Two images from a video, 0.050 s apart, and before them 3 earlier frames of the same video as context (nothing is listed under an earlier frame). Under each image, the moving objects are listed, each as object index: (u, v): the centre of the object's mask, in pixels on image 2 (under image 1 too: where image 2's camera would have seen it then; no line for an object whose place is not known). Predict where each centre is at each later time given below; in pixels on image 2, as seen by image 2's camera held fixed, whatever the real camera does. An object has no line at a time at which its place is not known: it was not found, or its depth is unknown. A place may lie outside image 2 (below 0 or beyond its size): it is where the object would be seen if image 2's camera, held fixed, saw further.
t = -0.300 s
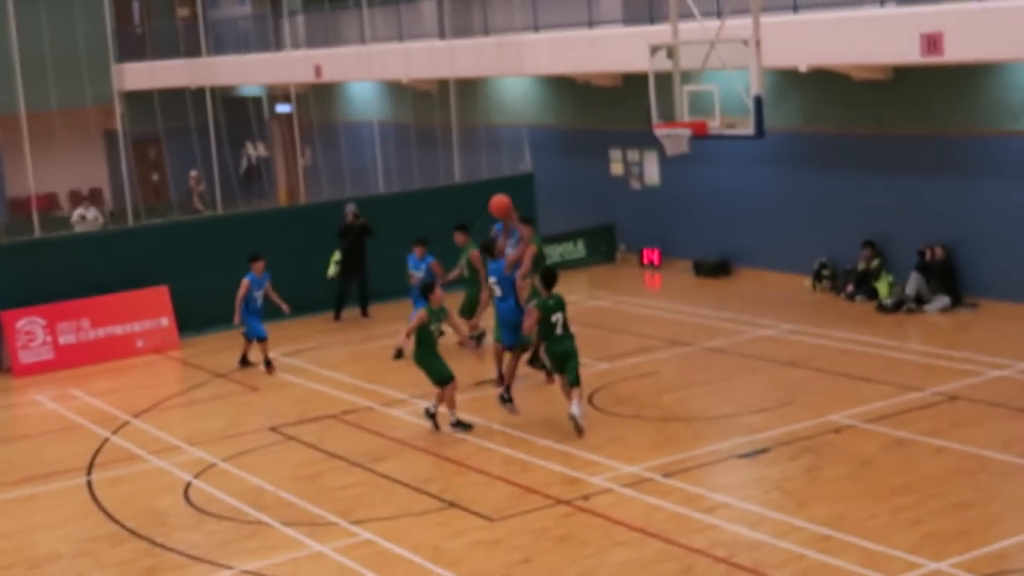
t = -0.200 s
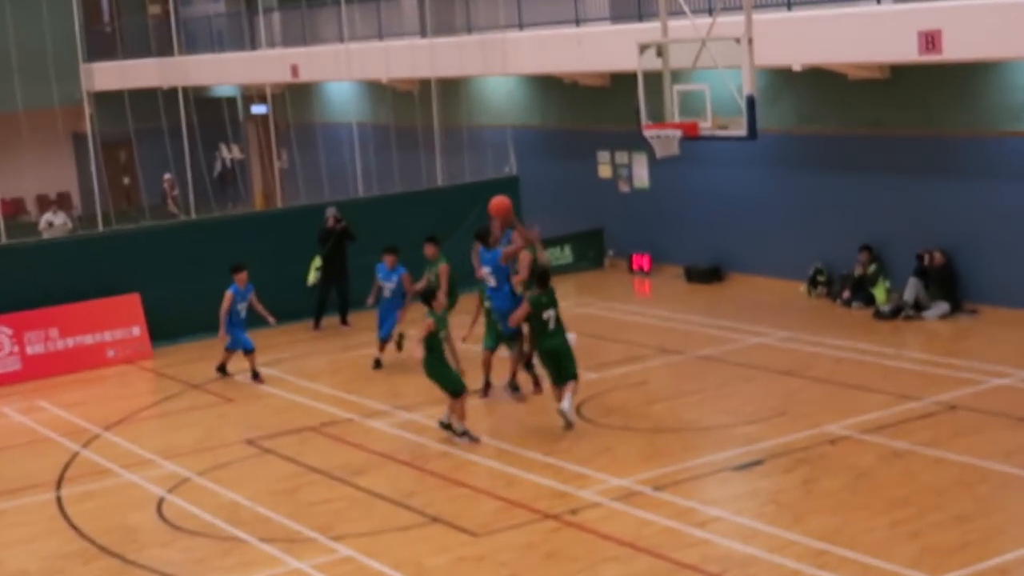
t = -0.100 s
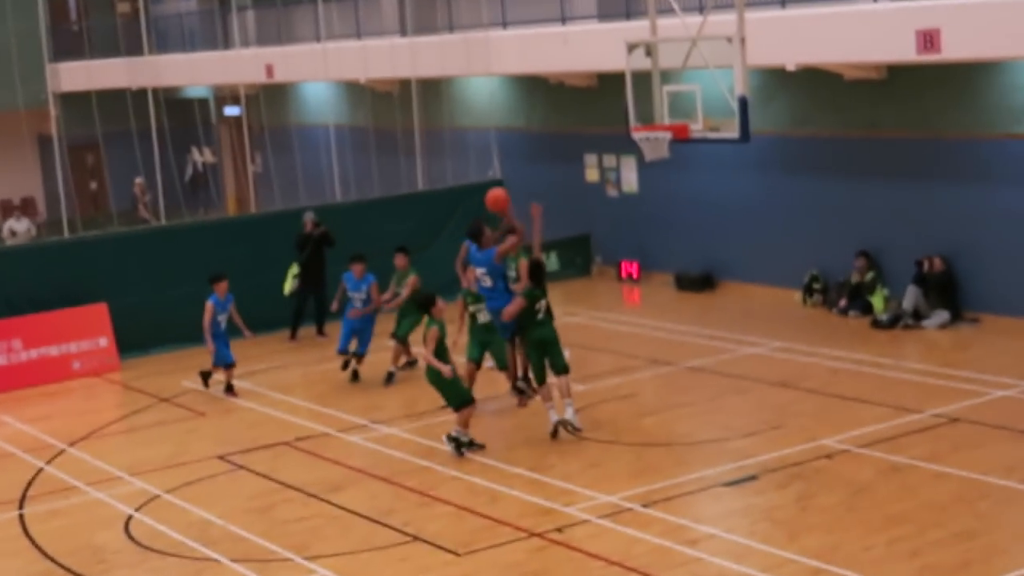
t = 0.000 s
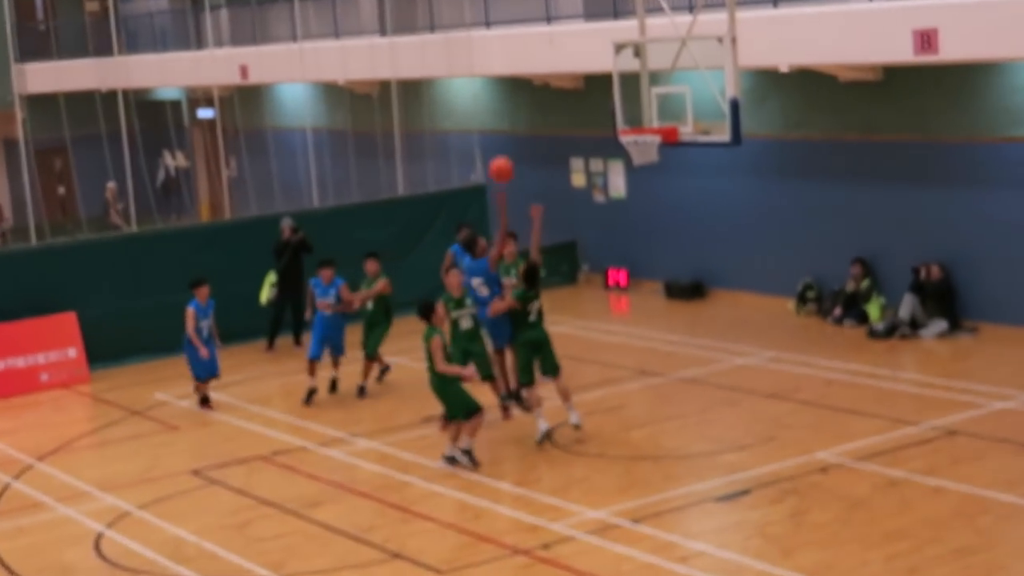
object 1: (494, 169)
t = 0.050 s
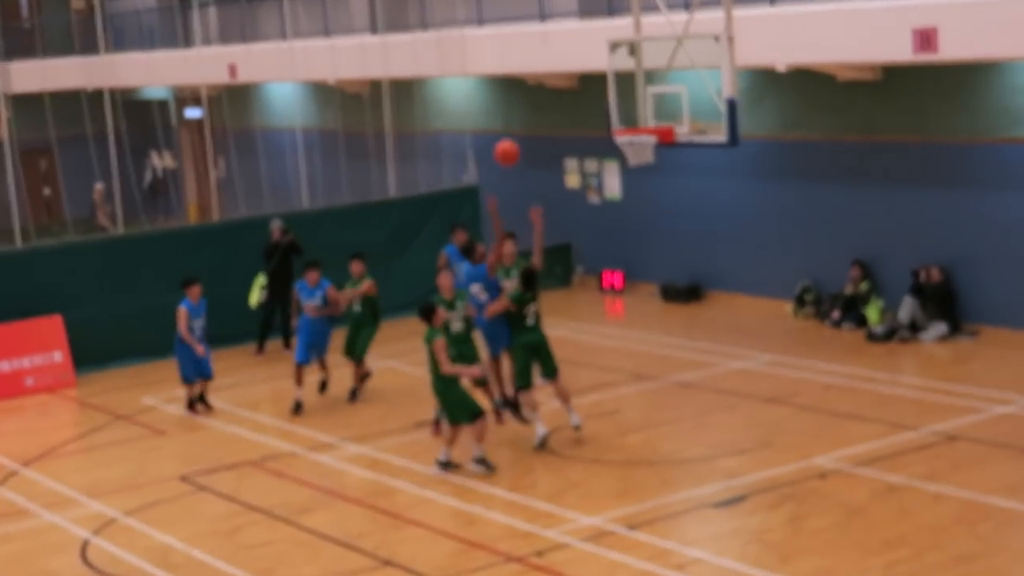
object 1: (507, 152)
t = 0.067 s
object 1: (511, 147)
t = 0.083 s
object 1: (515, 142)
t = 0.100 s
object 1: (519, 137)
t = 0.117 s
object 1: (523, 132)
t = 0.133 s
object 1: (527, 128)
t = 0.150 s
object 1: (531, 124)
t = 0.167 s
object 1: (536, 121)
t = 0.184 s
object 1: (540, 118)
